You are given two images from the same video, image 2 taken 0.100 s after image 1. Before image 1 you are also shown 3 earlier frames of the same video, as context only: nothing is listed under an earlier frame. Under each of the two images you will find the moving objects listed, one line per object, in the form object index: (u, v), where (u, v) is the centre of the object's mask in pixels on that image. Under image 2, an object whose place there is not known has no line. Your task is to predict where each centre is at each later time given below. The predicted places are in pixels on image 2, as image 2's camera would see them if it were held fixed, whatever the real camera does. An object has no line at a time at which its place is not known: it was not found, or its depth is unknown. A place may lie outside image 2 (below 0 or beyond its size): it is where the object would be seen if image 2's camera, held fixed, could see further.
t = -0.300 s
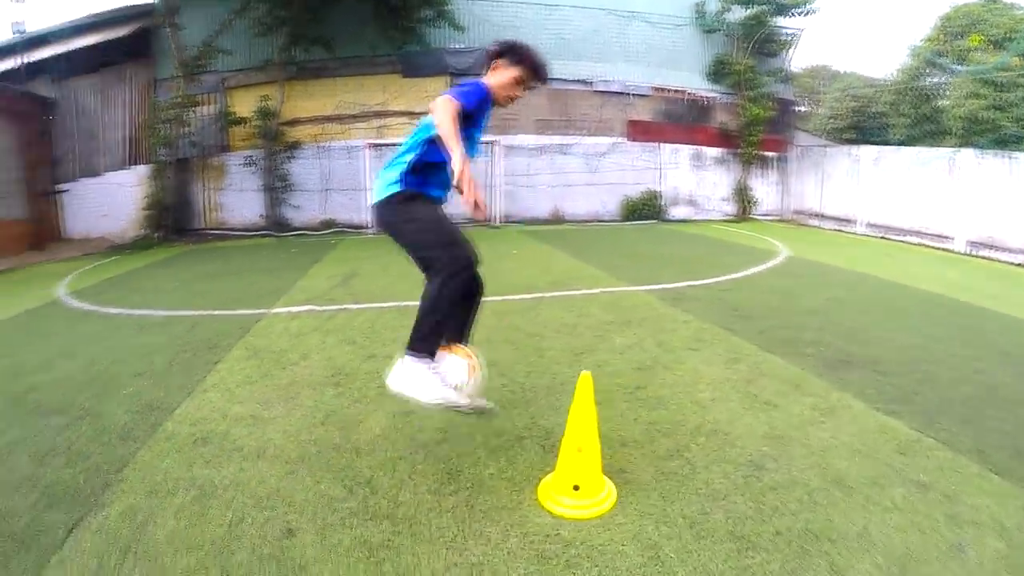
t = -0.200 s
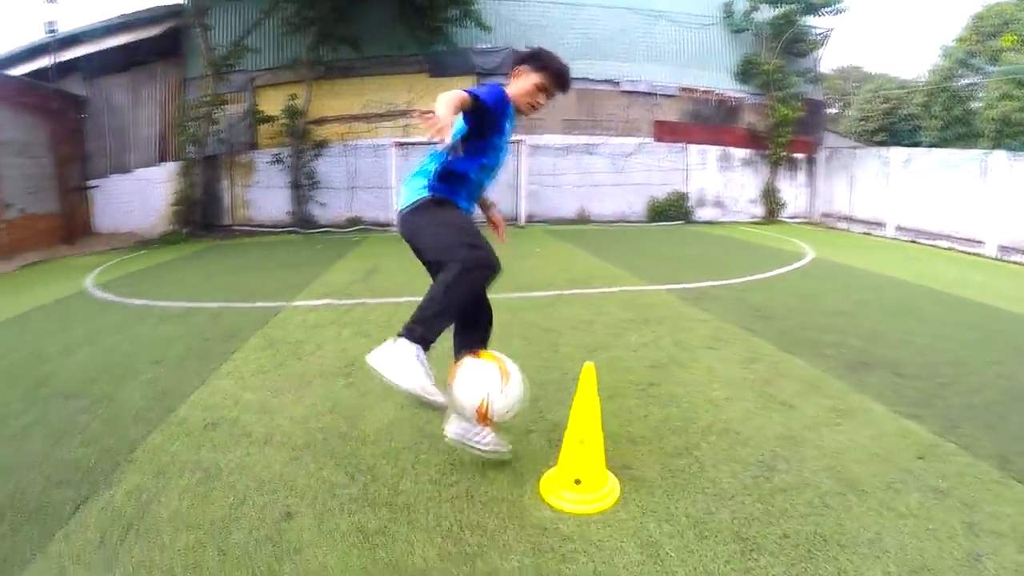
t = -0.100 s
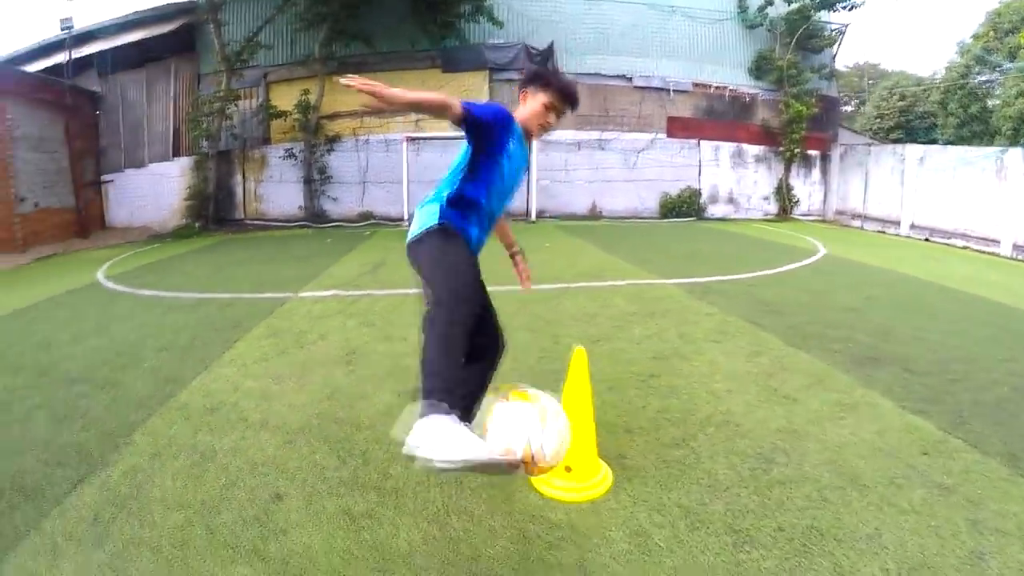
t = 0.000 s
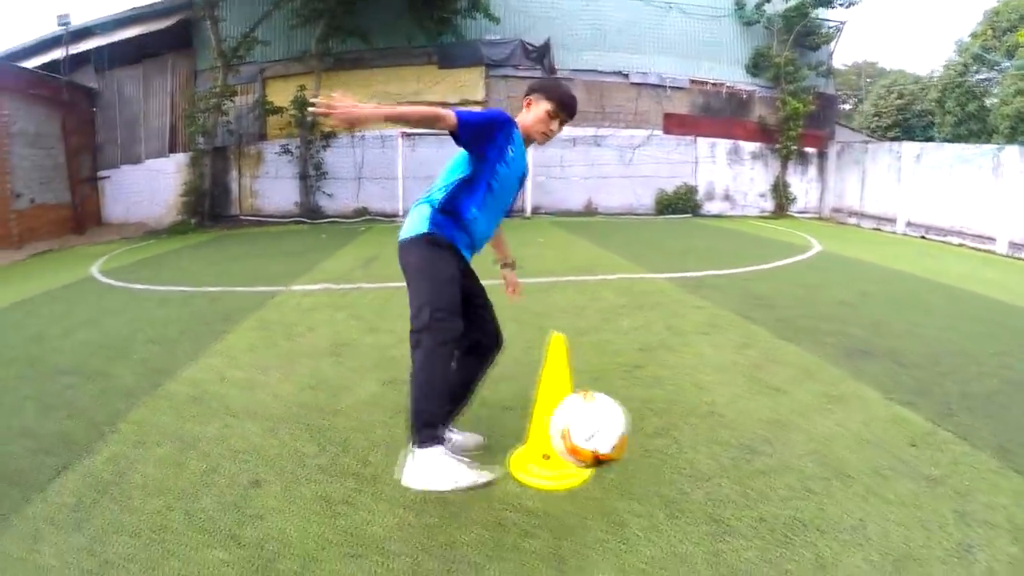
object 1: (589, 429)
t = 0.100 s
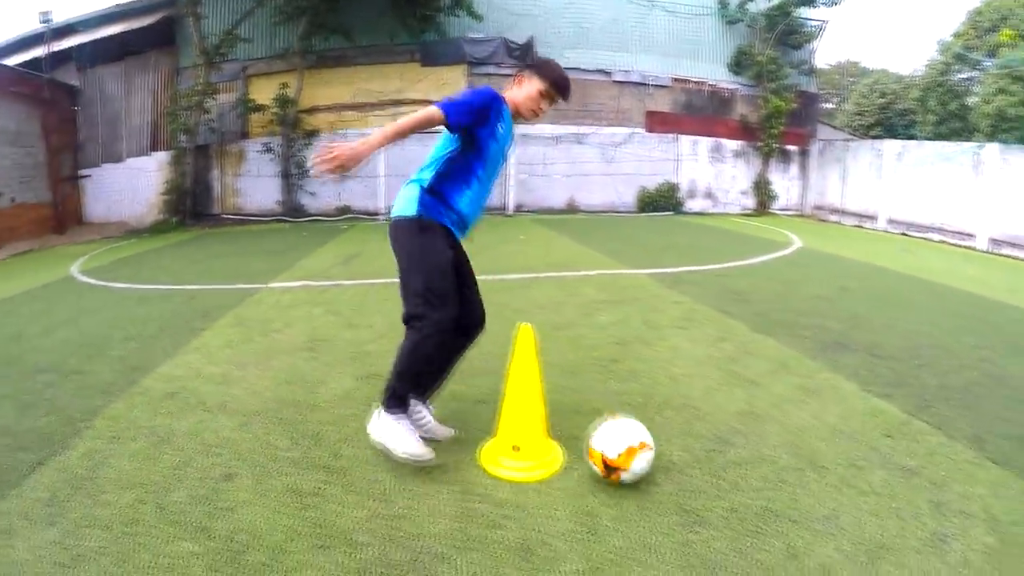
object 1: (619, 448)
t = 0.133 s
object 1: (635, 439)
